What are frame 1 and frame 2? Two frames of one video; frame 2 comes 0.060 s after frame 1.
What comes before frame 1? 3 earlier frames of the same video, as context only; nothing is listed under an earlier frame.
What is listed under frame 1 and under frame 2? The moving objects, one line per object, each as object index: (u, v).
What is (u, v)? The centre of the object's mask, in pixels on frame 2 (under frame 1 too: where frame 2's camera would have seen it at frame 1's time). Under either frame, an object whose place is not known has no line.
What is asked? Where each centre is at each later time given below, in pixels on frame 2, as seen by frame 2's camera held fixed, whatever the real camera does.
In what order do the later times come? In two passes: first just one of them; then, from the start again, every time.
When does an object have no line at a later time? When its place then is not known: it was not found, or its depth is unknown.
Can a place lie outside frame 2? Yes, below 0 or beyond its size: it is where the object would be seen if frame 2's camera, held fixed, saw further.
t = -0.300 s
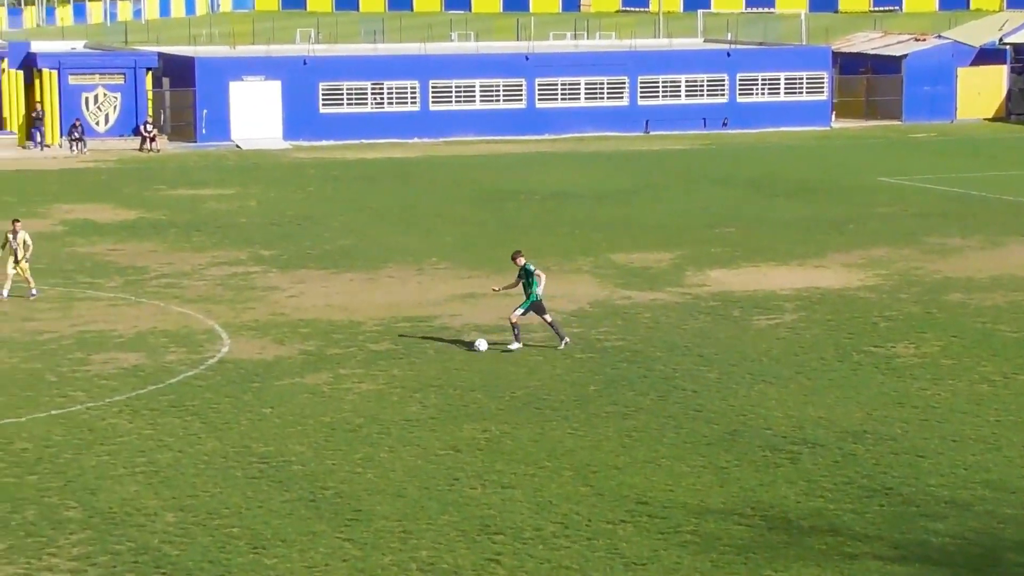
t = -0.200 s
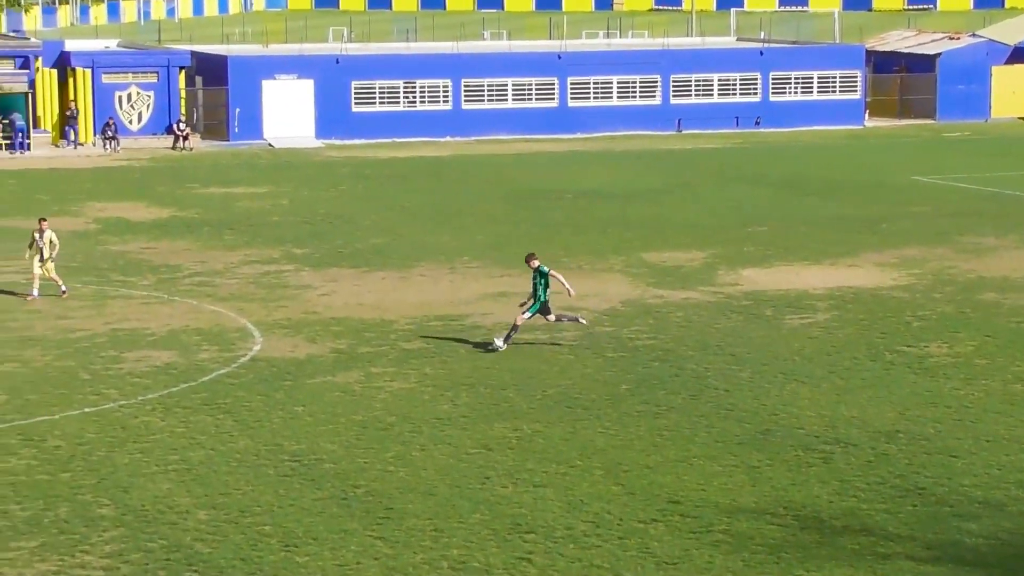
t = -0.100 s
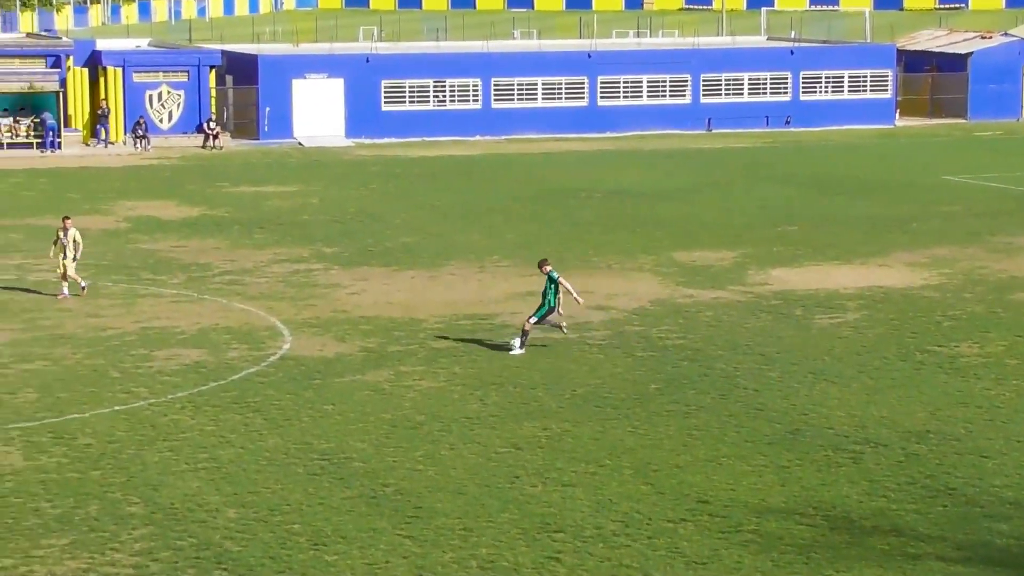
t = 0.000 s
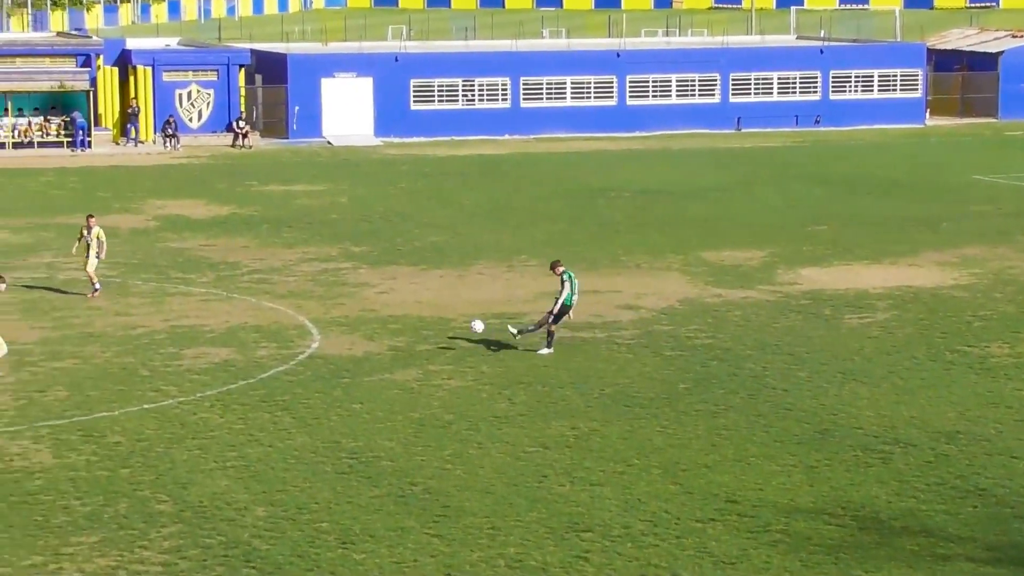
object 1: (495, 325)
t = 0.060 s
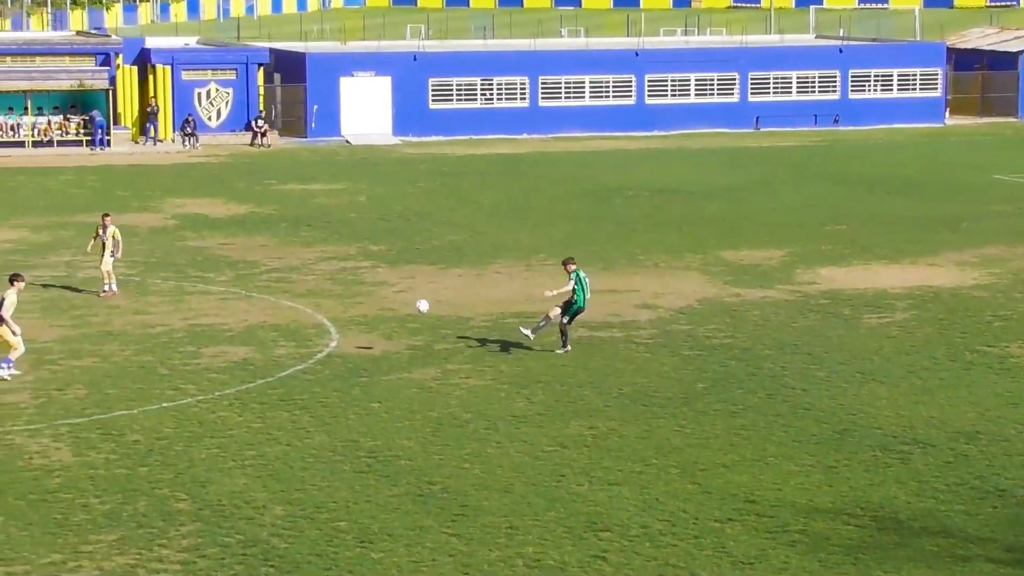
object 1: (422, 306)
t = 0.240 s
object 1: (203, 255)
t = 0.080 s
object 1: (398, 300)
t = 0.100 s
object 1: (373, 293)
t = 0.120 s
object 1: (349, 287)
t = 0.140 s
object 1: (325, 281)
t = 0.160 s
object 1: (300, 276)
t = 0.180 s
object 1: (276, 271)
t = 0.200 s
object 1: (251, 265)
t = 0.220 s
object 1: (227, 260)
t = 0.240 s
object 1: (203, 255)
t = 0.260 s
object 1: (178, 250)
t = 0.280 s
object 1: (153, 245)
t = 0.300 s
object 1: (128, 240)
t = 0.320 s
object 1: (103, 236)
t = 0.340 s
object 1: (76, 231)
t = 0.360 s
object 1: (51, 227)
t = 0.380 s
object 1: (25, 223)
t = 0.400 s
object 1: (0, 218)
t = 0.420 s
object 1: (-26, 214)
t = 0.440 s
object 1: (-52, 210)
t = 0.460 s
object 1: (-79, 206)
